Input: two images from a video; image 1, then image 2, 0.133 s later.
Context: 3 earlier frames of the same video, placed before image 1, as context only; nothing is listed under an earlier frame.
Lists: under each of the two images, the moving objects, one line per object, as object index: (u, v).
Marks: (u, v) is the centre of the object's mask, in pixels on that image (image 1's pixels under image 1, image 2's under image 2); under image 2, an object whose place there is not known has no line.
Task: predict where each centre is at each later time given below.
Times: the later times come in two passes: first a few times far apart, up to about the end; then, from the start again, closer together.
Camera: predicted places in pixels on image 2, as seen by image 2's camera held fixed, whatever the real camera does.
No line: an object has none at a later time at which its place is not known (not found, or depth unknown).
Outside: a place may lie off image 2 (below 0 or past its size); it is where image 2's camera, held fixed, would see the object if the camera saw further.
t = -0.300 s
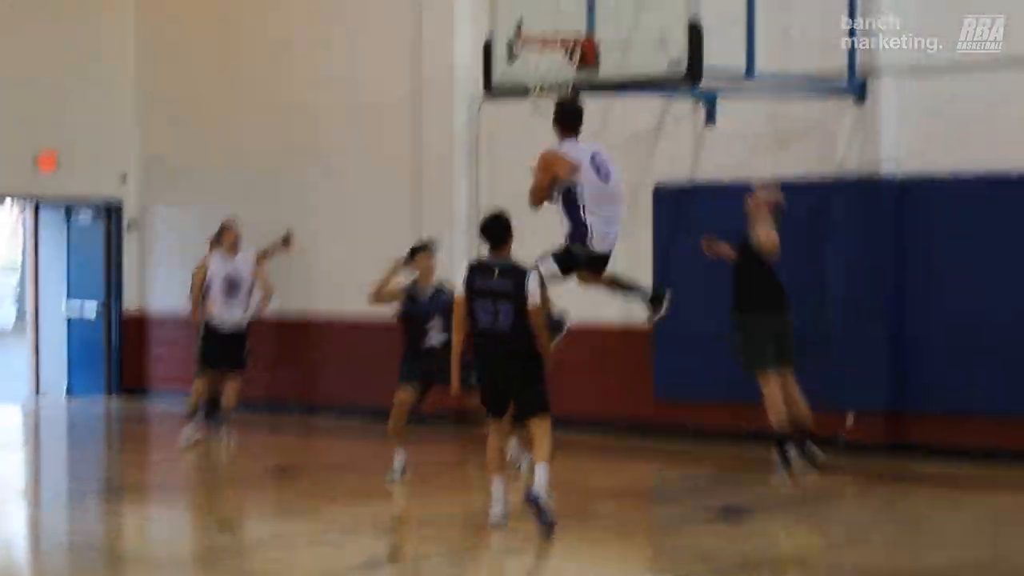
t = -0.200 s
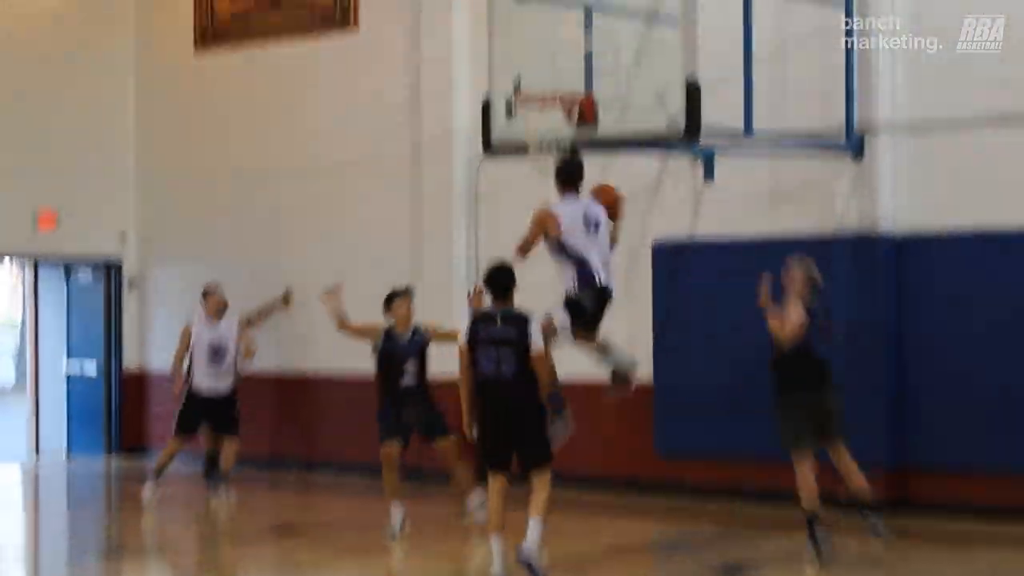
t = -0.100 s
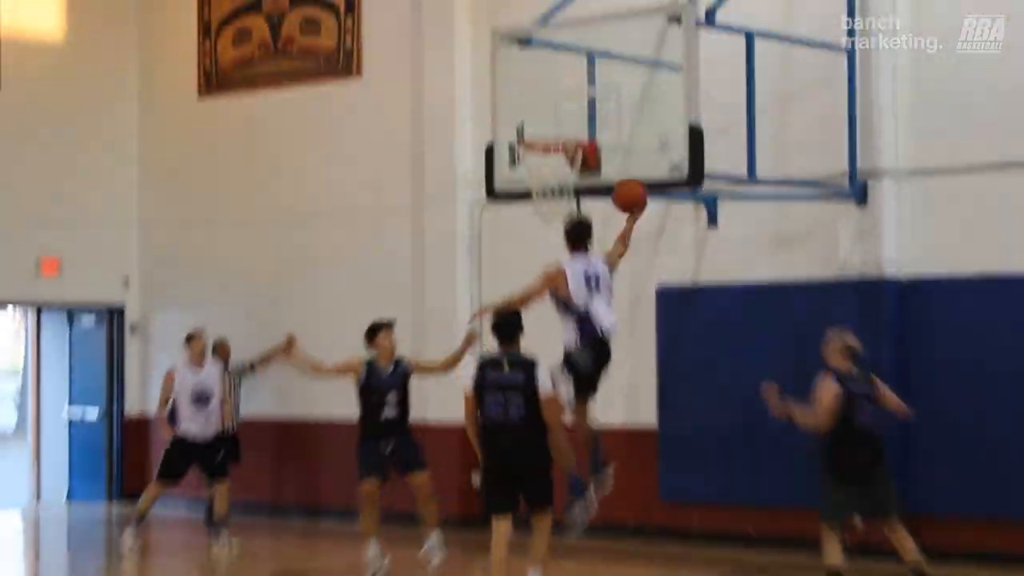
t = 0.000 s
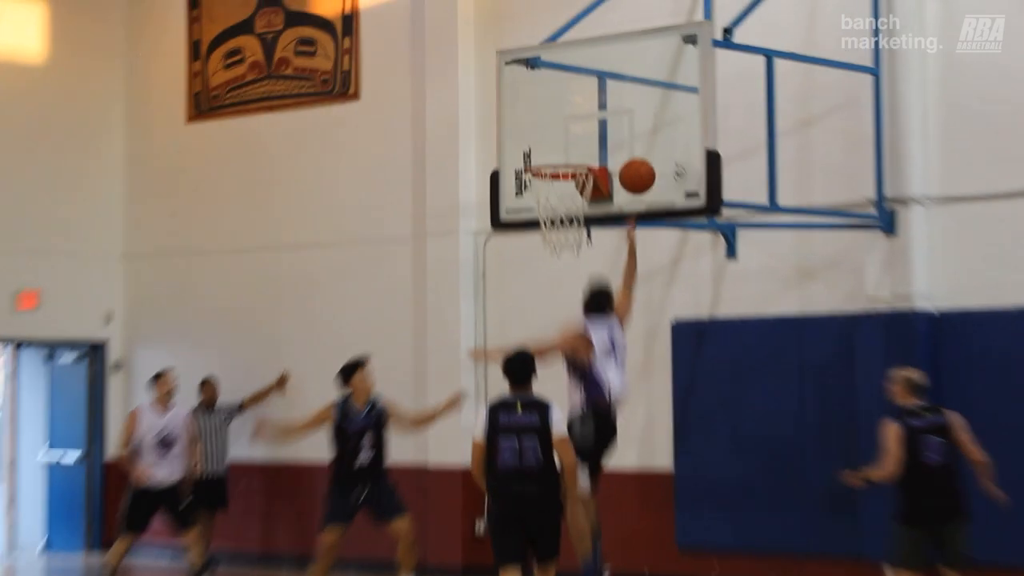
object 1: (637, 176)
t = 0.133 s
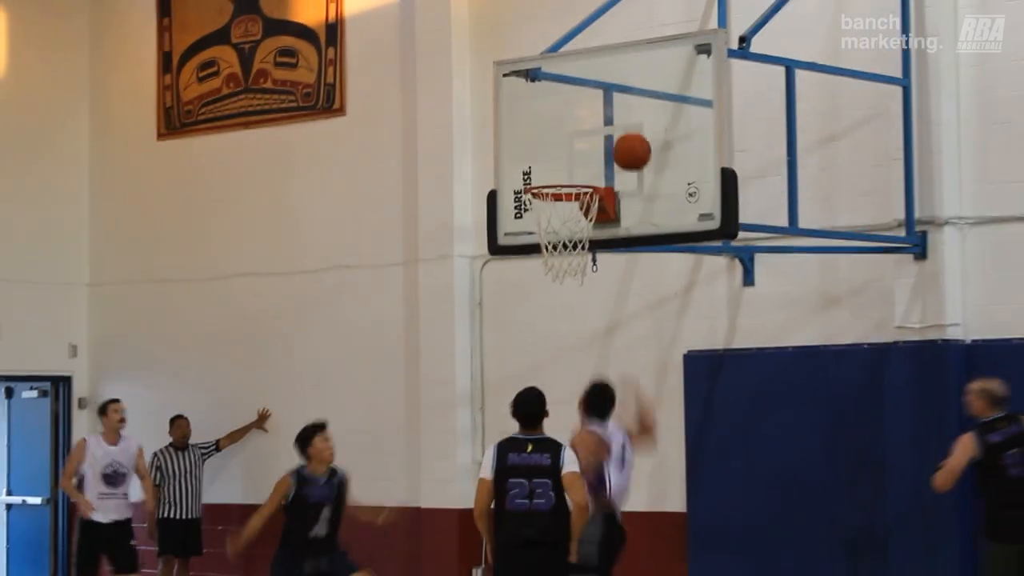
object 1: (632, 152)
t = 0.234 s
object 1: (610, 131)
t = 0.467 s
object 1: (556, 141)
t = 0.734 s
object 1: (554, 163)
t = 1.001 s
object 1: (589, 230)
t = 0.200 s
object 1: (618, 135)
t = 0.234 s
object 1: (610, 131)
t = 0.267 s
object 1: (602, 127)
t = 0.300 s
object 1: (594, 125)
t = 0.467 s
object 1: (556, 141)
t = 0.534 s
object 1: (542, 159)
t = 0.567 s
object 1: (534, 171)
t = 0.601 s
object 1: (537, 169)
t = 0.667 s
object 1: (546, 163)
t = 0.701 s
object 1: (550, 163)
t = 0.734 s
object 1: (554, 163)
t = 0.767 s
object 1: (559, 166)
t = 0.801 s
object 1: (563, 170)
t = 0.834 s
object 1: (568, 174)
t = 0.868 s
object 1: (572, 179)
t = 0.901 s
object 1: (577, 195)
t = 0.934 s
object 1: (583, 207)
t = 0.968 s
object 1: (587, 217)
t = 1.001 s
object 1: (589, 230)
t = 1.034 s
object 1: (591, 240)
